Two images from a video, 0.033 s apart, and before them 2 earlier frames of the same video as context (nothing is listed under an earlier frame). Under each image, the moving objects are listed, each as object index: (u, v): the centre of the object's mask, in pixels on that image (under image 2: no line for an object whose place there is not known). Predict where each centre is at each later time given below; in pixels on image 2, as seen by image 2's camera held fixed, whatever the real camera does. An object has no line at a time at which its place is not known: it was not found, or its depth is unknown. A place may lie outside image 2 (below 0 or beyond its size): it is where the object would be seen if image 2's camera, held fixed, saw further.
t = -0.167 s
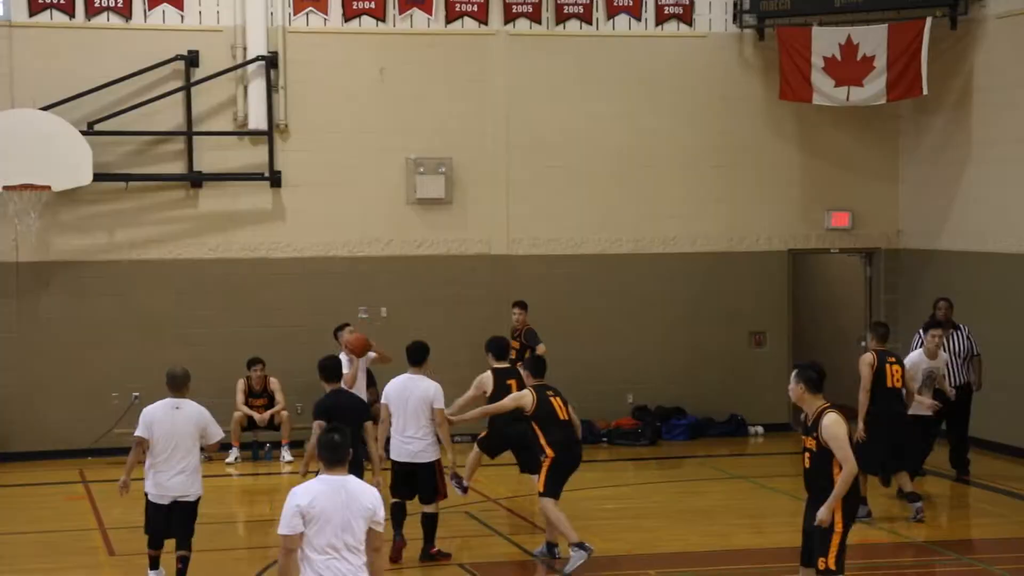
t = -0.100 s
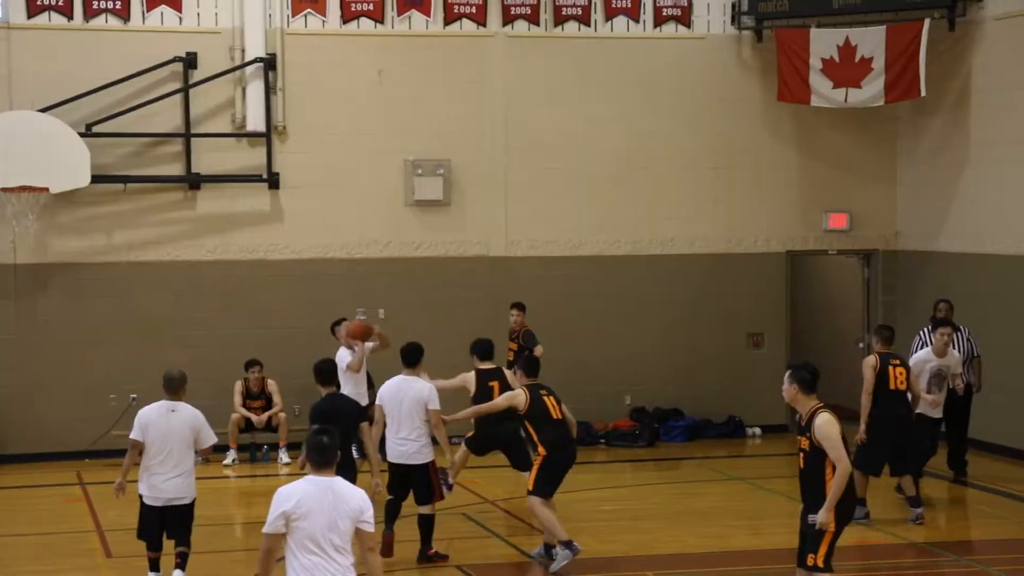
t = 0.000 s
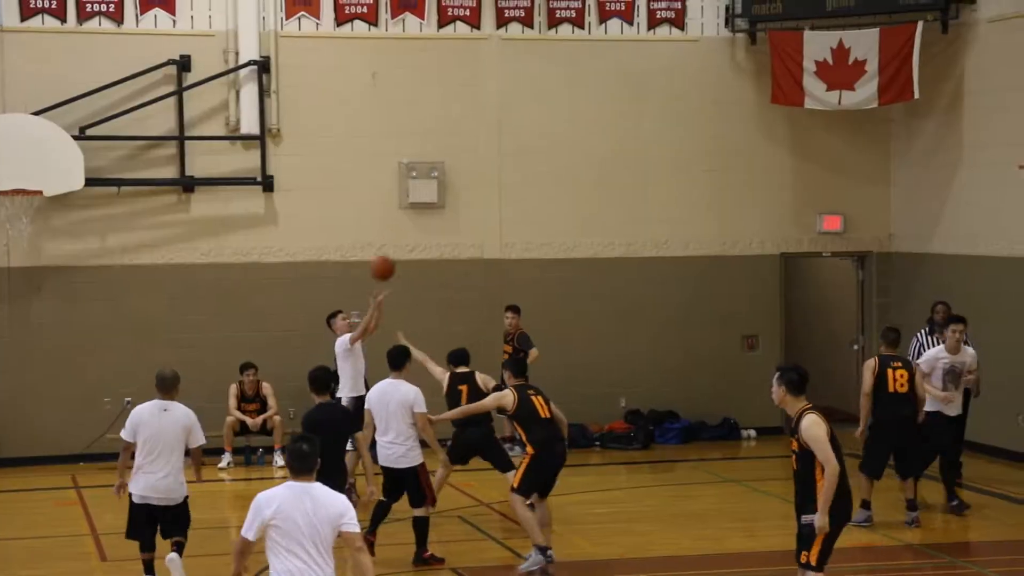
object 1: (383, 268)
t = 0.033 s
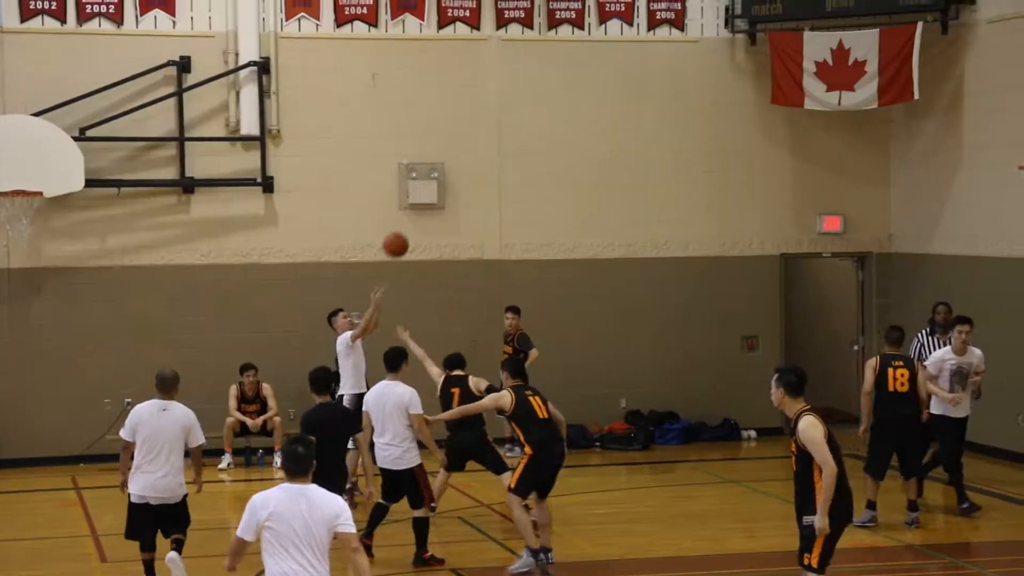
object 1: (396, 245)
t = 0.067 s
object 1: (409, 221)
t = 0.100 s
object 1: (423, 200)
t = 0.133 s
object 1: (437, 179)
